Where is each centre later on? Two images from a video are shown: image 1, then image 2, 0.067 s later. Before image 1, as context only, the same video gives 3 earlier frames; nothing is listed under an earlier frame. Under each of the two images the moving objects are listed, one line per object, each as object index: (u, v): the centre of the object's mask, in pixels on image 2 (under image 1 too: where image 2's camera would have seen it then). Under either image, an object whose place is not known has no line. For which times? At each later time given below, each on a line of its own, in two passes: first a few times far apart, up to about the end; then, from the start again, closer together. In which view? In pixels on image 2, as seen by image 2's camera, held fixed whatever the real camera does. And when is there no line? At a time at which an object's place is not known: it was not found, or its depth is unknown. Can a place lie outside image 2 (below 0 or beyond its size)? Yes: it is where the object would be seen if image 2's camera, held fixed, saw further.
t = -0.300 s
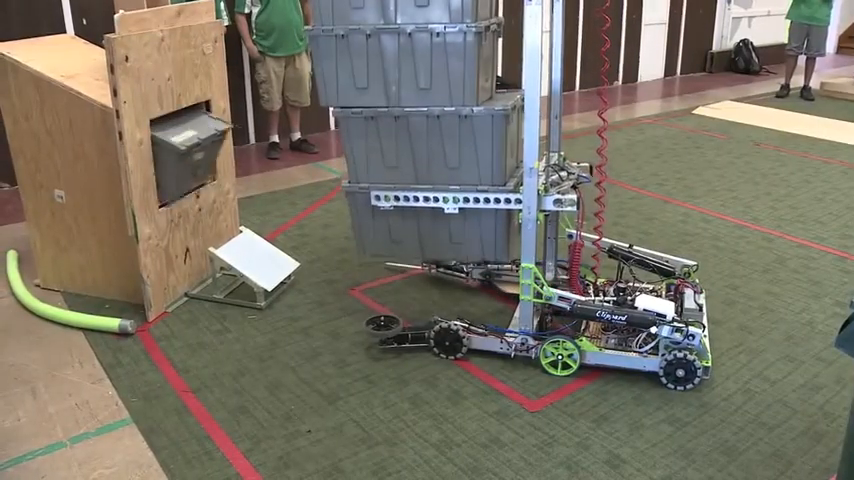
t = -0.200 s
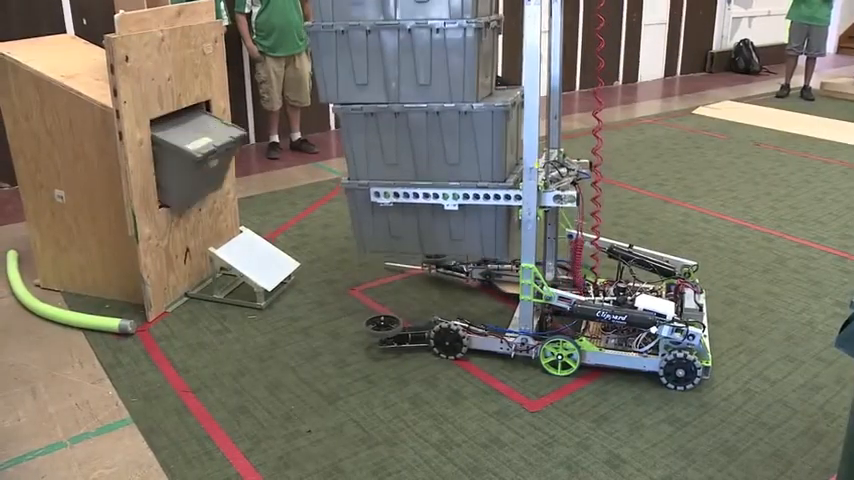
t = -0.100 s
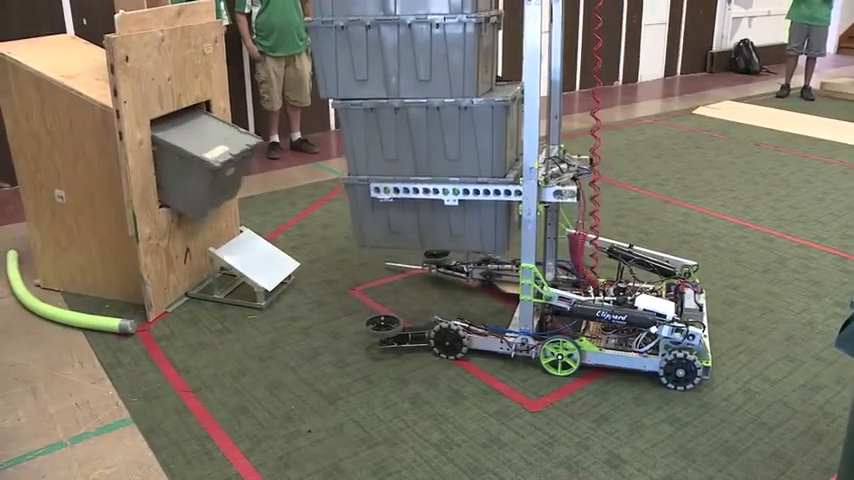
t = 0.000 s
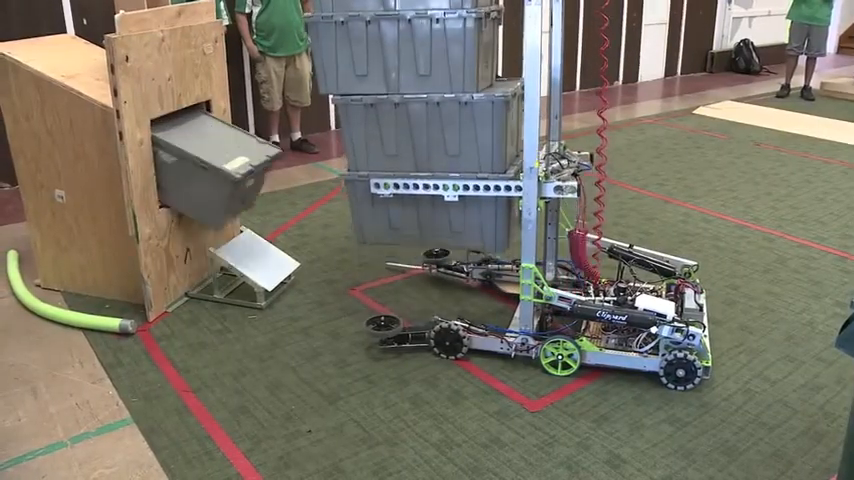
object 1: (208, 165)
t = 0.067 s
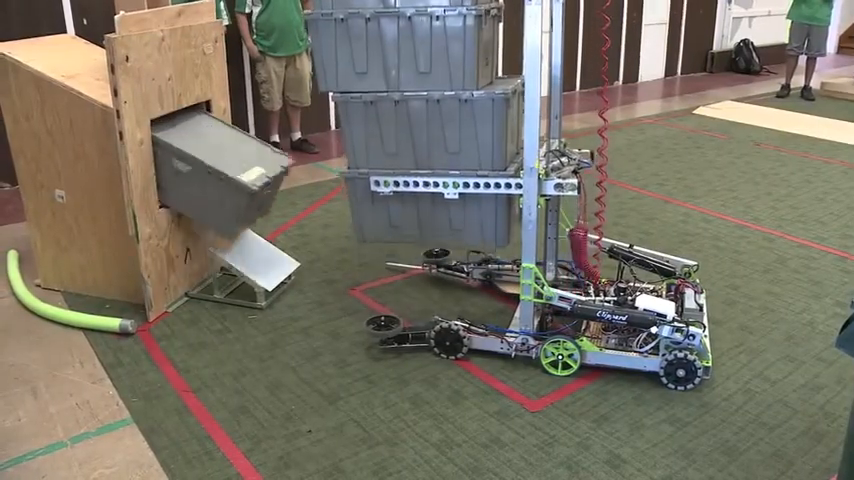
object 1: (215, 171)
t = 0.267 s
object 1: (254, 214)
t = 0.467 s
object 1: (313, 248)
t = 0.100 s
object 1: (218, 174)
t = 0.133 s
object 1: (221, 178)
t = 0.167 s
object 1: (225, 184)
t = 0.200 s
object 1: (229, 189)
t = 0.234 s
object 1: (234, 196)
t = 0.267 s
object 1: (254, 214)
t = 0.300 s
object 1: (278, 235)
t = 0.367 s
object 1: (287, 239)
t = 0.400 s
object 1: (295, 242)
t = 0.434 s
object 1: (303, 244)
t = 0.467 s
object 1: (313, 248)
